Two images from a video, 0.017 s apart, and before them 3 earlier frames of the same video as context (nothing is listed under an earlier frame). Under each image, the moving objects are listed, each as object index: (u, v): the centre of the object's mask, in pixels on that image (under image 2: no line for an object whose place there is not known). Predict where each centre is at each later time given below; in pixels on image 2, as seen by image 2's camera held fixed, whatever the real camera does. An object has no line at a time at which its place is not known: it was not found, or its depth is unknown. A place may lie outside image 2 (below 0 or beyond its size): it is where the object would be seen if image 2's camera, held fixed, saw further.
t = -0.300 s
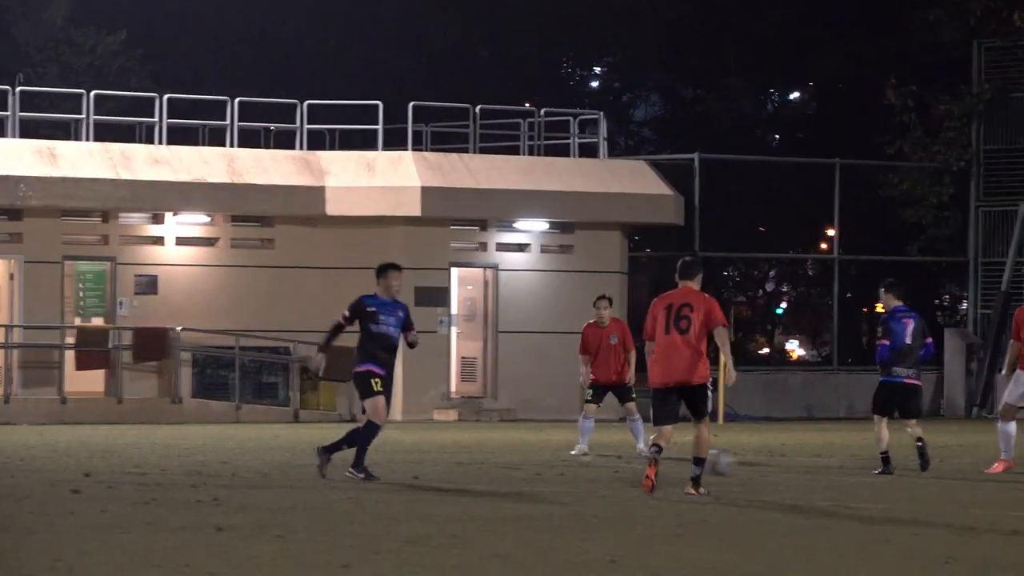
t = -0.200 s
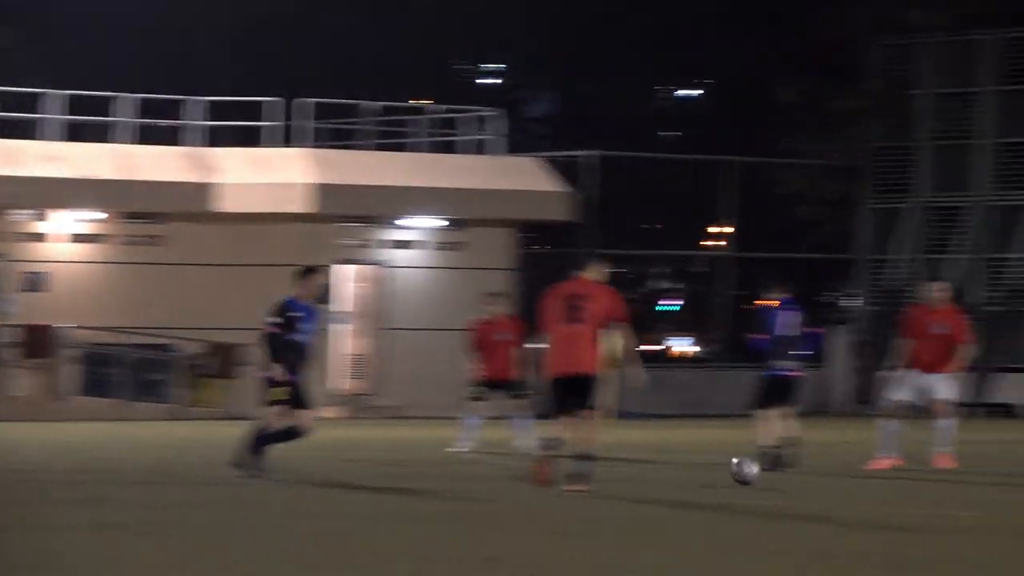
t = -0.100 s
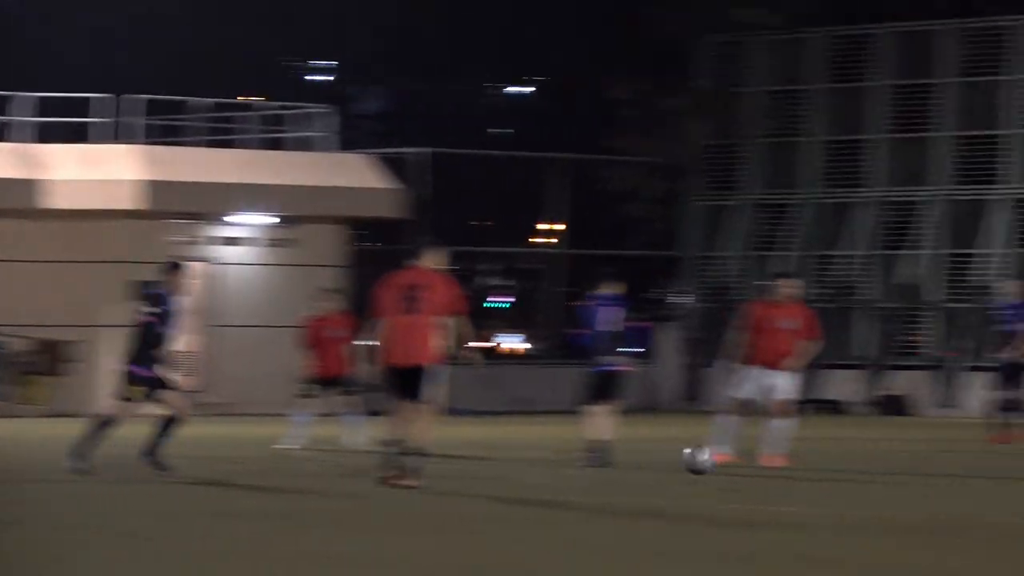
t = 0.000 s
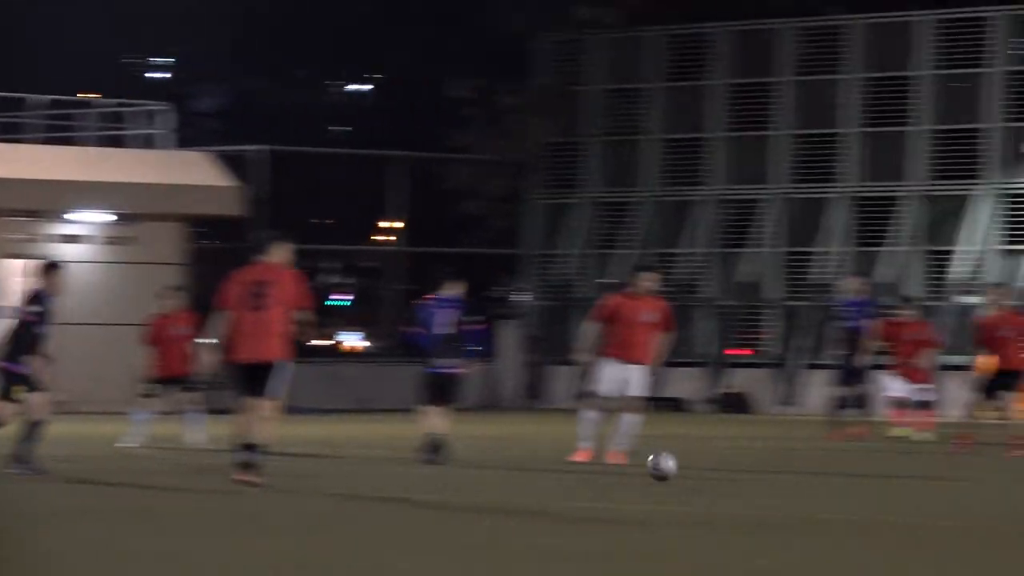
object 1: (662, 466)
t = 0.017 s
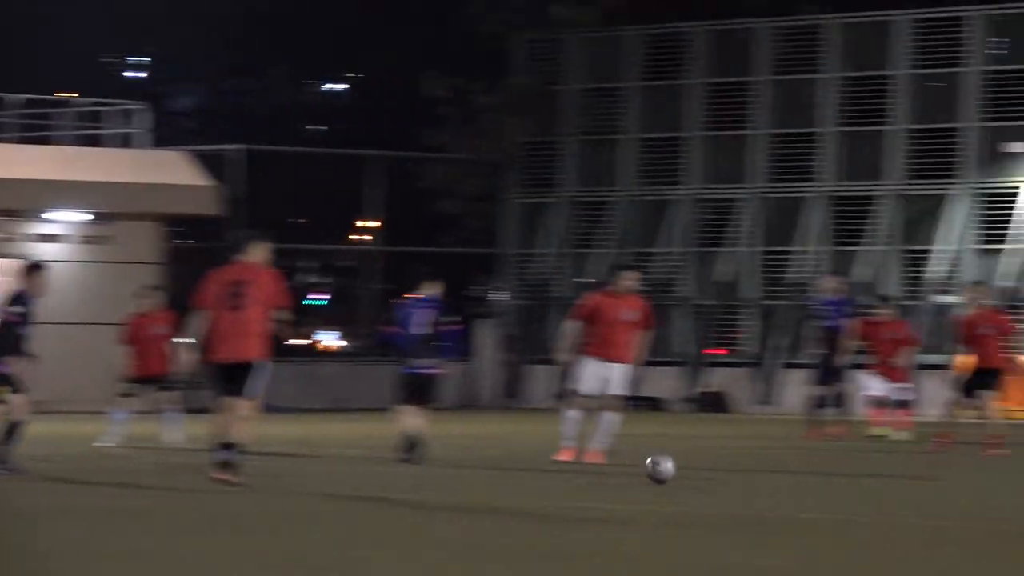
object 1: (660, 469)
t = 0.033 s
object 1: (678, 473)
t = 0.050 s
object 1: (695, 473)
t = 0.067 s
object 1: (710, 469)
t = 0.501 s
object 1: (1167, 480)
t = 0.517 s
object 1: (1186, 482)
